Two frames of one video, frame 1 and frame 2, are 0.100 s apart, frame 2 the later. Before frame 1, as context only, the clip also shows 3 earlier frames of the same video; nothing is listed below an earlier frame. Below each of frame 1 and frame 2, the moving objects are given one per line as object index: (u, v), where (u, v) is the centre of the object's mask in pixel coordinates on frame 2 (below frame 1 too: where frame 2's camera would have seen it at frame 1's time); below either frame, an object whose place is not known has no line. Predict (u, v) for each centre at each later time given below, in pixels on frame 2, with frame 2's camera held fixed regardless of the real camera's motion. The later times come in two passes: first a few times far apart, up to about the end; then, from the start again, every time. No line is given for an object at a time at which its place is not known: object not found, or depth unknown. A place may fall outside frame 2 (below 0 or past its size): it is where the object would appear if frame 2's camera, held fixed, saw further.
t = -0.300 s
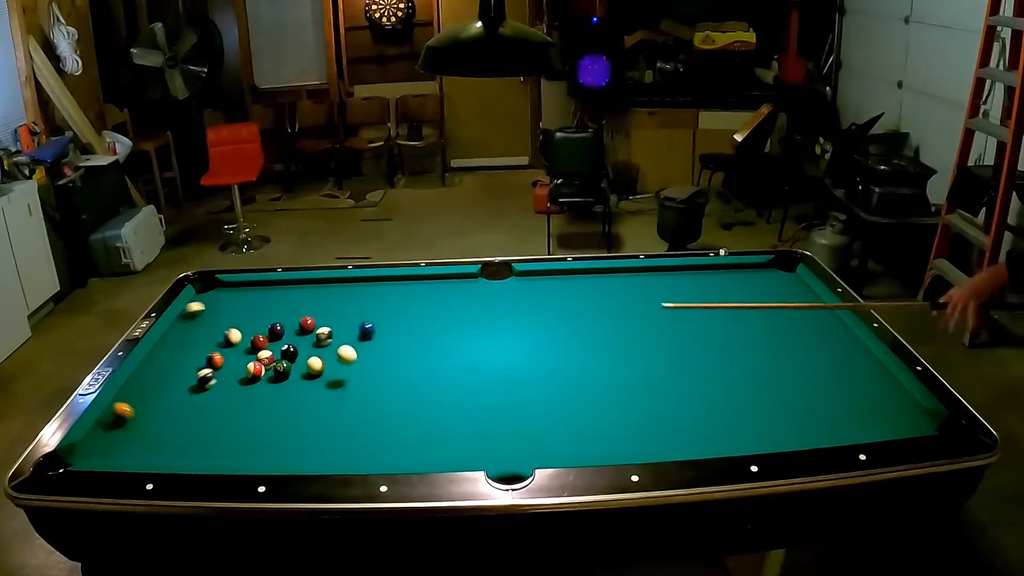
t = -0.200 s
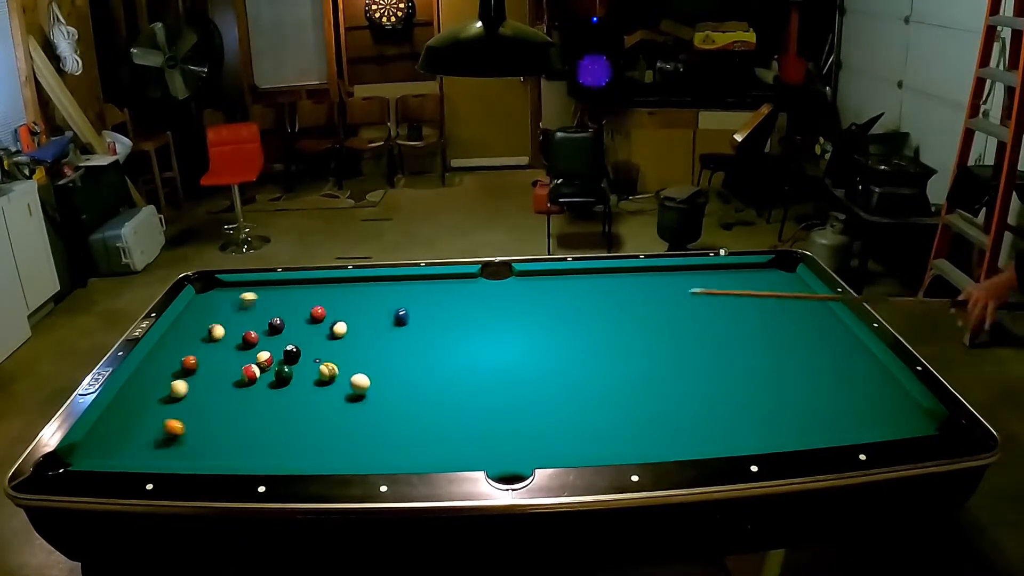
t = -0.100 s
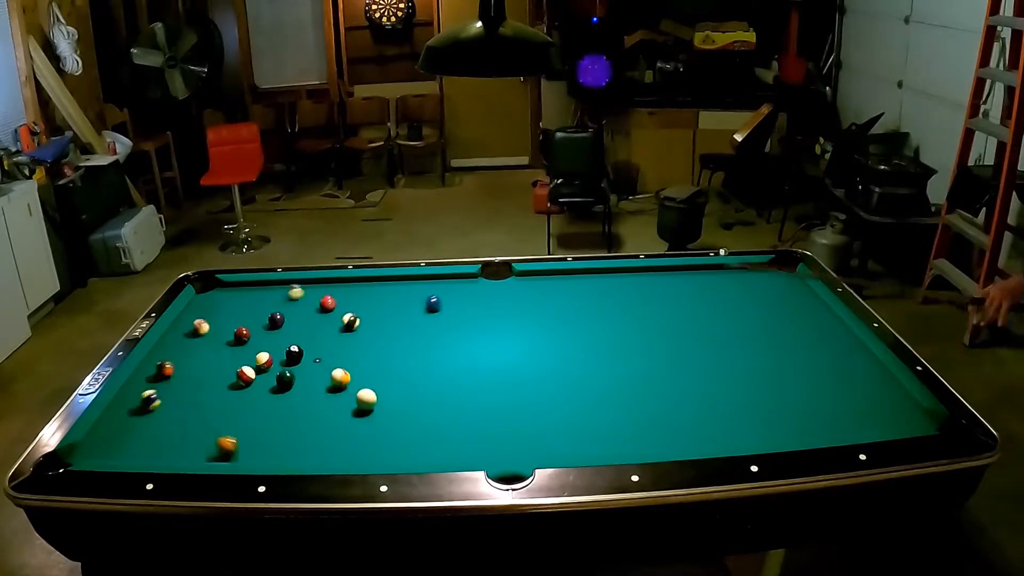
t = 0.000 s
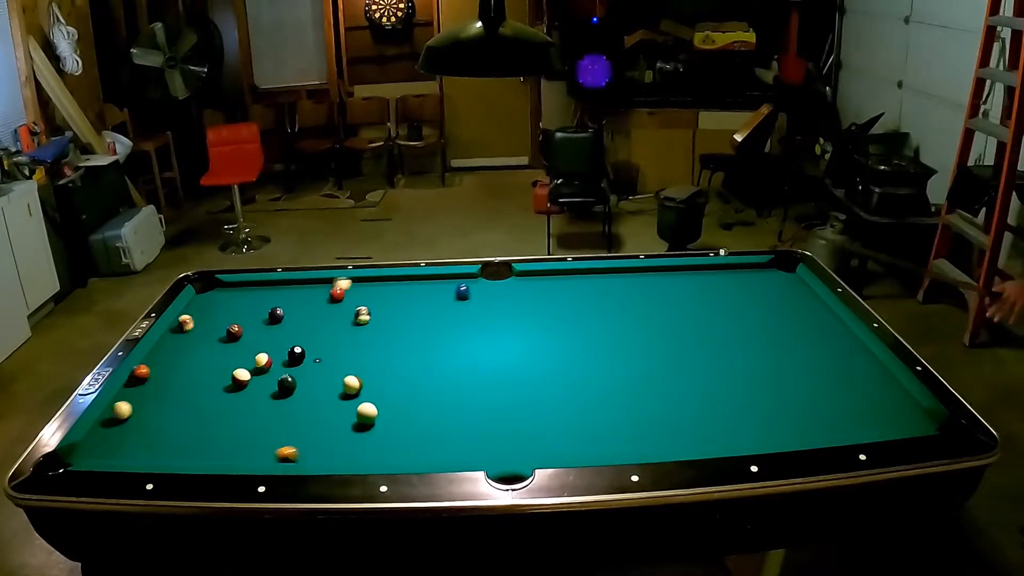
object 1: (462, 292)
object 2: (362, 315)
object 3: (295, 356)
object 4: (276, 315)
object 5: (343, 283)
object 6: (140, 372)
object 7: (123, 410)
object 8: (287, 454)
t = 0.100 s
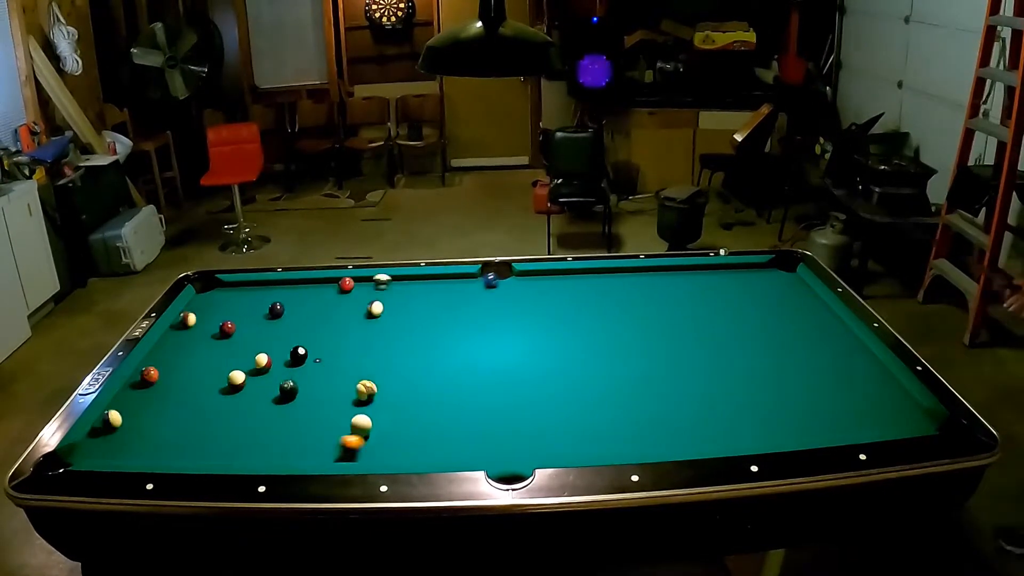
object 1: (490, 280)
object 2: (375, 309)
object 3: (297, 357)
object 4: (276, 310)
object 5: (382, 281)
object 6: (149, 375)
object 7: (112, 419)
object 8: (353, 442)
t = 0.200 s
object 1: (504, 273)
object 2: (385, 303)
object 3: (299, 357)
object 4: (276, 306)
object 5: (419, 284)
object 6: (159, 377)
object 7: (119, 426)
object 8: (411, 432)
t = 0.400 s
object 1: (476, 278)
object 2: (407, 292)
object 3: (302, 357)
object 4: (277, 298)
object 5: (496, 289)
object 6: (178, 380)
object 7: (134, 444)
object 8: (529, 410)
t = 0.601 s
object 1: (465, 286)
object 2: (425, 282)
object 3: (304, 357)
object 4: (277, 290)
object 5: (577, 295)
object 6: (198, 384)
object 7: (155, 453)
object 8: (633, 392)
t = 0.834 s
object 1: (452, 294)
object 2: (440, 281)
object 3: (306, 355)
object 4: (276, 285)
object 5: (671, 302)
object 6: (208, 384)
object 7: (188, 446)
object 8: (741, 369)
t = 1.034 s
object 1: (442, 301)
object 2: (451, 285)
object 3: (306, 354)
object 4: (272, 289)
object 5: (751, 307)
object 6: (212, 382)
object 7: (216, 436)
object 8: (819, 351)
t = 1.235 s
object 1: (432, 307)
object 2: (461, 291)
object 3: (306, 354)
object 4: (270, 293)
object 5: (829, 314)
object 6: (214, 382)
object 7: (241, 428)
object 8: (825, 336)
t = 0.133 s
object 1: (501, 276)
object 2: (378, 307)
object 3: (299, 356)
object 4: (276, 309)
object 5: (394, 282)
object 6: (152, 376)
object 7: (114, 423)
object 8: (370, 439)
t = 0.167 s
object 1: (509, 273)
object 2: (381, 305)
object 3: (299, 357)
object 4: (276, 307)
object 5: (406, 284)
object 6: (156, 377)
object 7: (116, 425)
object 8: (392, 435)
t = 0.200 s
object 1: (504, 273)
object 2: (385, 303)
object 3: (299, 357)
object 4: (276, 306)
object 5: (419, 284)
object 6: (159, 377)
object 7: (119, 426)
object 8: (411, 432)
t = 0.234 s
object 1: (497, 274)
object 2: (388, 301)
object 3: (300, 357)
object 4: (276, 304)
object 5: (431, 285)
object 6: (162, 378)
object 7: (122, 430)
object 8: (432, 427)
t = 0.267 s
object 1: (490, 275)
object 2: (392, 299)
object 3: (300, 357)
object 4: (276, 303)
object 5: (444, 286)
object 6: (165, 378)
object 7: (124, 434)
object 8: (452, 425)
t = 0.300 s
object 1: (484, 275)
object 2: (395, 297)
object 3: (301, 357)
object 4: (276, 302)
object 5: (457, 287)
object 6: (168, 379)
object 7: (127, 435)
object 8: (470, 420)
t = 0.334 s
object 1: (480, 276)
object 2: (399, 296)
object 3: (301, 357)
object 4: (276, 300)
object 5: (470, 288)
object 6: (172, 379)
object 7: (130, 437)
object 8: (491, 418)
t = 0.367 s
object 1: (477, 276)
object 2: (403, 294)
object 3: (302, 357)
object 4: (276, 299)
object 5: (483, 288)
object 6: (175, 380)
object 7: (132, 441)
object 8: (508, 415)
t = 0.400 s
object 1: (476, 278)
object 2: (407, 292)
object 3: (302, 357)
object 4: (277, 298)
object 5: (496, 289)
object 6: (178, 380)
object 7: (134, 444)
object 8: (529, 410)
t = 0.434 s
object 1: (474, 280)
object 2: (409, 290)
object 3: (303, 357)
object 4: (277, 296)
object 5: (509, 290)
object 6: (182, 381)
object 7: (137, 446)
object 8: (546, 410)
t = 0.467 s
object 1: (472, 281)
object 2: (412, 288)
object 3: (303, 357)
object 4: (277, 294)
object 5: (522, 292)
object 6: (185, 381)
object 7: (140, 449)
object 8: (564, 402)
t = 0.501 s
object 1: (470, 282)
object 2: (415, 287)
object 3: (303, 357)
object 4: (277, 293)
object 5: (536, 292)
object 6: (188, 382)
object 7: (142, 452)
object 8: (583, 402)
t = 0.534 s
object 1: (469, 282)
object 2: (418, 285)
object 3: (304, 357)
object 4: (276, 292)
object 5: (549, 293)
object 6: (192, 382)
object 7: (145, 453)
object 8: (599, 397)
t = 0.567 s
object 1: (467, 285)
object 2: (421, 283)
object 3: (304, 357)
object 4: (277, 291)
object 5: (563, 294)
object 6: (195, 383)
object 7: (149, 453)
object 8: (618, 394)
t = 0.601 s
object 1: (465, 286)
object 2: (425, 282)
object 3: (304, 357)
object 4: (277, 290)
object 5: (577, 295)
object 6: (198, 384)
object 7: (155, 453)
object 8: (633, 392)
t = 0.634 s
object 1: (463, 287)
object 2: (427, 280)
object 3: (305, 357)
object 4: (277, 289)
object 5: (589, 296)
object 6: (201, 384)
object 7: (160, 453)
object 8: (650, 386)
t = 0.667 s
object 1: (461, 288)
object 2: (431, 279)
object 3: (305, 357)
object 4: (277, 287)
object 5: (604, 297)
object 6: (204, 385)
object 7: (164, 451)
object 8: (666, 385)
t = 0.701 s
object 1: (460, 289)
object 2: (433, 279)
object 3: (305, 357)
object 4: (277, 286)
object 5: (618, 298)
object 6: (205, 383)
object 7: (168, 450)
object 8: (681, 380)
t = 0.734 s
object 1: (458, 291)
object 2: (435, 279)
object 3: (305, 357)
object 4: (277, 285)
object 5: (631, 299)
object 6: (205, 383)
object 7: (174, 449)
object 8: (698, 378)
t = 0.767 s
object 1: (456, 291)
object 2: (436, 280)
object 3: (305, 357)
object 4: (277, 284)
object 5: (643, 300)
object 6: (206, 383)
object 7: (179, 449)
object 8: (711, 375)
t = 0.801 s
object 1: (454, 292)
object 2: (437, 281)
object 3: (305, 357)
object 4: (276, 285)
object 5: (657, 301)
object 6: (207, 383)
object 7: (183, 447)
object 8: (726, 370)
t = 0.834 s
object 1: (452, 294)
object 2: (440, 281)
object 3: (306, 355)
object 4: (276, 285)
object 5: (671, 302)
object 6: (208, 384)
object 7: (188, 446)
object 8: (741, 369)
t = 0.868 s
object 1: (451, 295)
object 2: (442, 282)
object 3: (306, 355)
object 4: (275, 285)
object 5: (685, 303)
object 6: (209, 383)
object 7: (193, 443)
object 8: (754, 365)
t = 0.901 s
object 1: (449, 297)
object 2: (444, 283)
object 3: (306, 355)
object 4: (274, 286)
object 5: (697, 304)
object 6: (209, 383)
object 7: (198, 442)
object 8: (769, 363)
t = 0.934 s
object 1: (447, 298)
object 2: (445, 284)
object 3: (306, 355)
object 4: (273, 287)
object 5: (712, 305)
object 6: (210, 383)
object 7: (203, 441)
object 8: (781, 360)
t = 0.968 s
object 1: (446, 298)
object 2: (447, 284)
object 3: (306, 355)
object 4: (273, 287)
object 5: (725, 306)
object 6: (210, 384)
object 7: (208, 439)
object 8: (794, 357)
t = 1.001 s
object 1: (444, 299)
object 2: (449, 285)
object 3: (306, 355)
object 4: (273, 288)
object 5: (738, 307)
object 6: (211, 383)
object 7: (211, 438)
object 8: (808, 355)
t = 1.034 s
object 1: (442, 301)
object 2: (451, 285)
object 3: (306, 354)
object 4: (272, 289)
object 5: (751, 307)
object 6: (212, 382)
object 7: (216, 436)
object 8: (819, 351)
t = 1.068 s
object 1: (441, 302)
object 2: (452, 286)
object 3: (306, 355)
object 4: (271, 289)
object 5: (763, 308)
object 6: (212, 382)
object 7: (220, 435)
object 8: (832, 349)
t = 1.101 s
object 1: (439, 303)
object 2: (454, 287)
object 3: (306, 354)
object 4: (271, 290)
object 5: (778, 310)
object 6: (213, 382)
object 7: (225, 434)
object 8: (843, 347)
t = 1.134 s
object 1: (437, 304)
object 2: (456, 288)
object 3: (306, 354)
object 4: (271, 291)
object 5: (791, 311)
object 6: (213, 382)
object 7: (230, 433)
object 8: (854, 343)
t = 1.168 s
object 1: (436, 305)
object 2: (458, 290)
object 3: (306, 355)
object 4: (271, 291)
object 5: (802, 311)
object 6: (213, 382)
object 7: (234, 431)
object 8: (849, 340)
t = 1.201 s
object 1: (434, 306)
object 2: (459, 290)
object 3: (306, 354)
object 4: (269, 292)
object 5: (816, 312)
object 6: (214, 382)
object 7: (238, 430)
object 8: (836, 338)
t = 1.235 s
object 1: (432, 307)
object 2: (461, 291)
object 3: (306, 354)
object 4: (270, 293)
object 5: (829, 314)
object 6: (214, 382)
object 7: (241, 428)
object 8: (825, 336)
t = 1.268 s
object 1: (431, 308)
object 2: (462, 291)
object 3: (306, 354)
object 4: (269, 293)
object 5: (826, 315)
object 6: (215, 381)
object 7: (245, 426)
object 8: (815, 333)
